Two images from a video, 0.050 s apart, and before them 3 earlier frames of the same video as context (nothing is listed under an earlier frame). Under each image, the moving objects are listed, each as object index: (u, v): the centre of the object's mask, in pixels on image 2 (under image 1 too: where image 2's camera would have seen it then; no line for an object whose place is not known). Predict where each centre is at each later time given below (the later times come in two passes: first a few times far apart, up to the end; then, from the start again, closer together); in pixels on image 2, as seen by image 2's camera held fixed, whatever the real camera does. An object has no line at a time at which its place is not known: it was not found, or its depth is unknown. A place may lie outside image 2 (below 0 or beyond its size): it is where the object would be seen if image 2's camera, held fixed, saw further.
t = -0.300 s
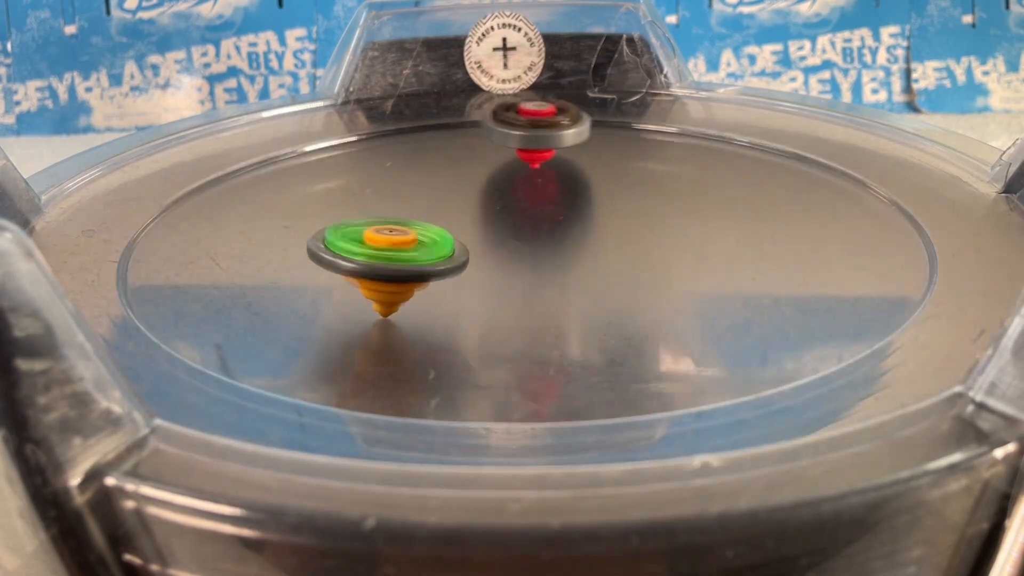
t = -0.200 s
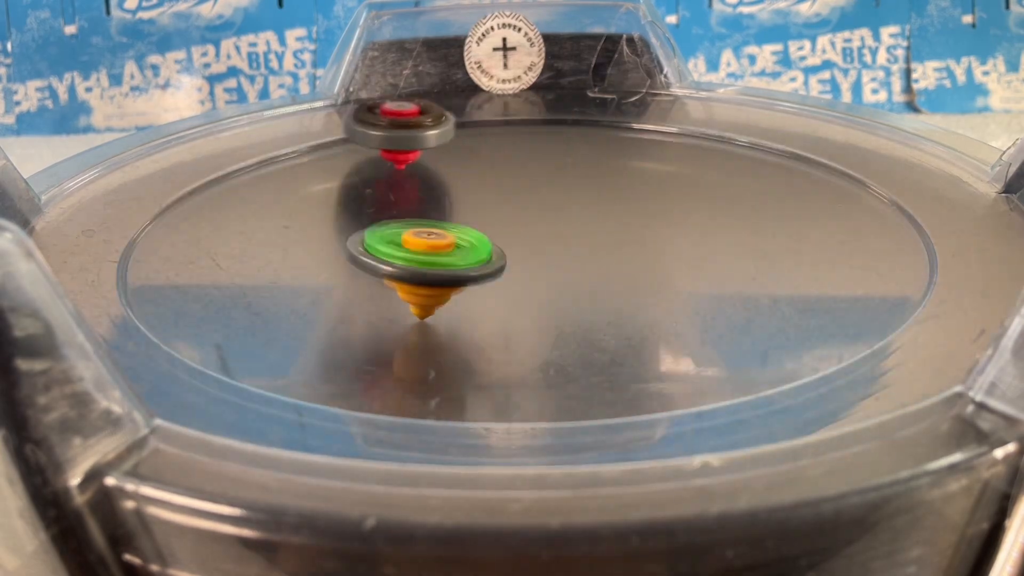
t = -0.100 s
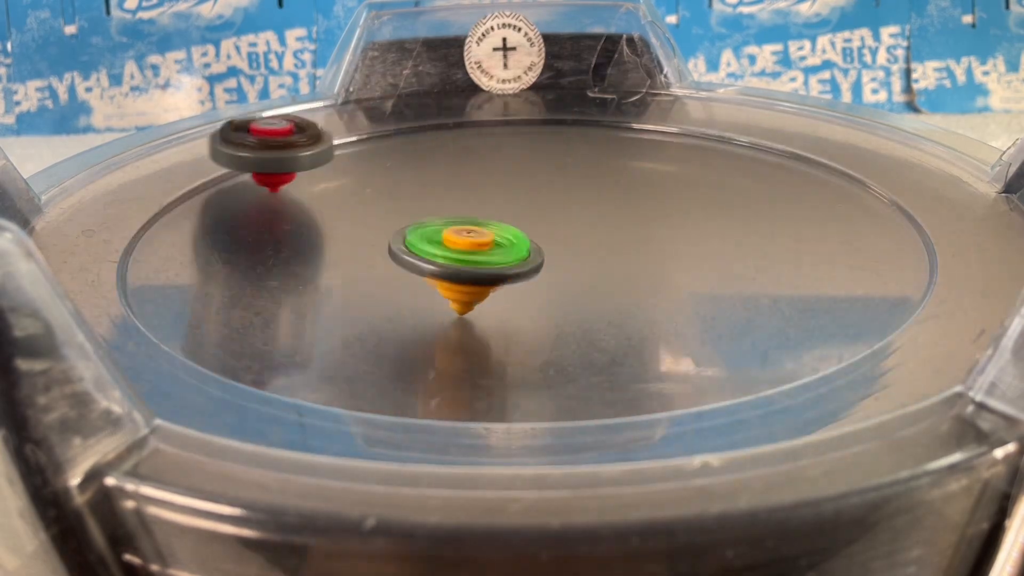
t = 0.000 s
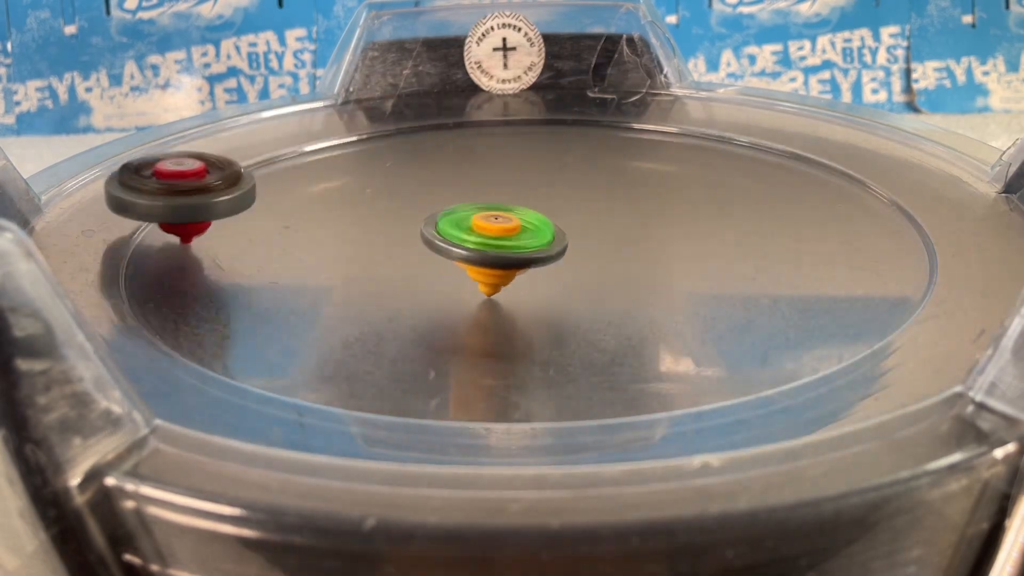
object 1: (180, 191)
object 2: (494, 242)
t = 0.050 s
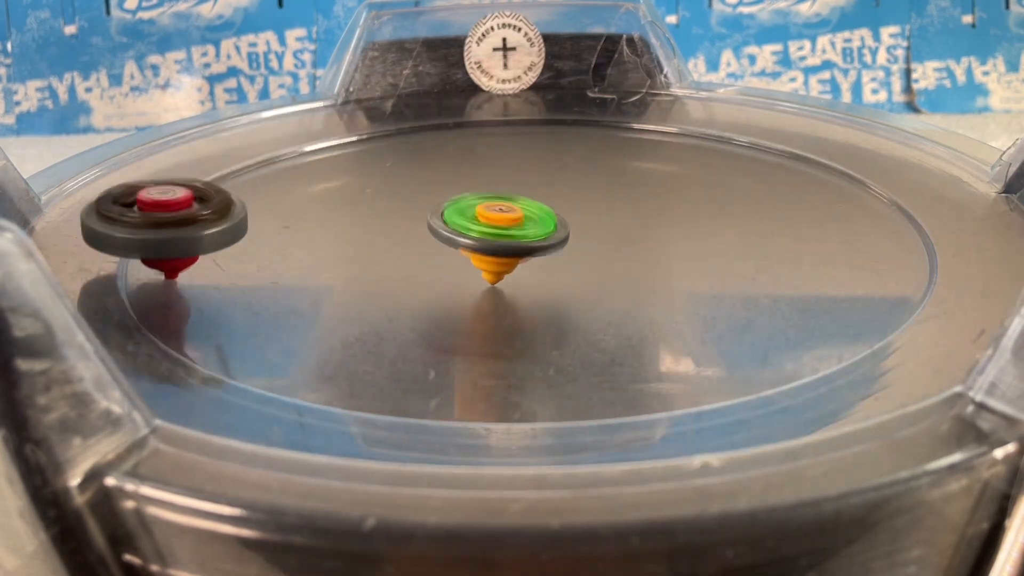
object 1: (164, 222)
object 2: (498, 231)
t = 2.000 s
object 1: (510, 133)
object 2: (658, 203)
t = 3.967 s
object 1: (777, 205)
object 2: (438, 224)
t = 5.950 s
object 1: (549, 326)
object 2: (538, 225)
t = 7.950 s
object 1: (274, 202)
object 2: (499, 231)
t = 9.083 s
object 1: (347, 203)
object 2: (535, 231)
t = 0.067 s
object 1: (166, 234)
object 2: (498, 227)
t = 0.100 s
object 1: (180, 257)
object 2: (498, 220)
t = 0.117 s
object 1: (194, 269)
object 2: (497, 217)
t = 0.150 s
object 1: (235, 291)
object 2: (491, 210)
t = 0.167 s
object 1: (261, 301)
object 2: (488, 207)
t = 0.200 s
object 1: (326, 318)
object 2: (481, 201)
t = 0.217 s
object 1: (365, 324)
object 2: (478, 199)
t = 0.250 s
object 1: (448, 333)
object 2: (469, 195)
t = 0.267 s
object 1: (492, 334)
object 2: (464, 193)
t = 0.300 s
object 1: (578, 330)
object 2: (454, 190)
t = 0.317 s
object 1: (617, 326)
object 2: (449, 190)
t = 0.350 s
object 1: (690, 313)
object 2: (438, 189)
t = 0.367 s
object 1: (721, 304)
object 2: (432, 188)
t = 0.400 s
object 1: (772, 284)
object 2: (421, 189)
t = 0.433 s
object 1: (808, 262)
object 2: (412, 191)
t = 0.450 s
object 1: (820, 251)
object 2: (406, 192)
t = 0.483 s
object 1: (833, 228)
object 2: (397, 196)
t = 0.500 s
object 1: (835, 217)
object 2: (395, 198)
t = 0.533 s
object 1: (829, 195)
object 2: (394, 203)
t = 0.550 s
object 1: (823, 185)
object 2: (395, 206)
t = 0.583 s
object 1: (804, 167)
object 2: (400, 211)
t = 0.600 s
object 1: (792, 159)
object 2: (404, 213)
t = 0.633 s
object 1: (764, 145)
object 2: (414, 217)
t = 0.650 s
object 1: (747, 138)
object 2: (419, 219)
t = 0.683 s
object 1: (713, 127)
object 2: (435, 223)
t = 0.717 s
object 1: (674, 119)
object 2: (454, 224)
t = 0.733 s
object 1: (655, 116)
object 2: (466, 225)
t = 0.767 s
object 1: (614, 111)
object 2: (488, 224)
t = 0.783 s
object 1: (594, 109)
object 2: (499, 224)
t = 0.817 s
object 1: (552, 108)
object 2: (520, 222)
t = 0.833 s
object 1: (528, 108)
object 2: (529, 220)
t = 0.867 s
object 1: (487, 111)
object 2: (545, 216)
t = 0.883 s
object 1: (465, 113)
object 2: (551, 214)
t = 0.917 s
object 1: (424, 117)
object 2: (563, 210)
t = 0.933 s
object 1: (405, 122)
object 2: (568, 207)
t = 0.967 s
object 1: (365, 131)
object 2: (576, 201)
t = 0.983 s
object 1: (347, 136)
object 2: (578, 199)
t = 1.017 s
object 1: (314, 148)
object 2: (581, 194)
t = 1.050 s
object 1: (283, 164)
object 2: (581, 189)
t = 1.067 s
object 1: (271, 173)
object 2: (579, 187)
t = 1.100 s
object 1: (252, 191)
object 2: (576, 182)
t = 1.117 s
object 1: (245, 201)
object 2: (573, 181)
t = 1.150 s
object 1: (238, 221)
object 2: (566, 178)
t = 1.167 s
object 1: (240, 233)
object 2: (561, 177)
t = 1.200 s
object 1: (252, 255)
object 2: (550, 176)
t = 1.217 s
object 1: (263, 266)
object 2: (544, 175)
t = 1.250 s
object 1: (295, 286)
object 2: (534, 176)
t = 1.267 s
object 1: (316, 296)
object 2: (530, 177)
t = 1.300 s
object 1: (369, 312)
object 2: (522, 181)
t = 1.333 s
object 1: (435, 324)
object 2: (516, 185)
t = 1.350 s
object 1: (472, 328)
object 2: (513, 188)
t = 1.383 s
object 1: (550, 331)
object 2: (511, 193)
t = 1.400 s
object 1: (591, 328)
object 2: (512, 196)
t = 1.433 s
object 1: (669, 321)
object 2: (516, 203)
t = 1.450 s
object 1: (706, 314)
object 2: (520, 207)
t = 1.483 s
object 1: (771, 298)
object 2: (529, 214)
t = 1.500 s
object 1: (800, 289)
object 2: (535, 217)
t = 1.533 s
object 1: (846, 268)
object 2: (548, 223)
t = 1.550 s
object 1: (863, 257)
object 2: (555, 225)
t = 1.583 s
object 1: (886, 234)
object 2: (569, 229)
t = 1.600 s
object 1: (892, 223)
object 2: (576, 230)
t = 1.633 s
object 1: (894, 202)
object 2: (592, 231)
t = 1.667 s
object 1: (884, 182)
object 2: (608, 232)
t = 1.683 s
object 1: (875, 174)
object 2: (616, 231)
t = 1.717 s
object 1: (851, 159)
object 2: (631, 230)
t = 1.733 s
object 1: (837, 152)
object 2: (639, 230)
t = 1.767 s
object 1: (802, 141)
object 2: (652, 227)
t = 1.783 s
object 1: (784, 137)
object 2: (658, 225)
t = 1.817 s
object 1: (746, 130)
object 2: (668, 222)
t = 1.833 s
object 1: (726, 127)
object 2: (672, 219)
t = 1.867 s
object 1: (683, 124)
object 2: (676, 215)
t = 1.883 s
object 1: (661, 123)
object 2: (677, 213)
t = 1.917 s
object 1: (619, 123)
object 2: (677, 209)
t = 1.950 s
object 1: (576, 125)
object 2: (673, 205)
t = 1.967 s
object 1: (554, 128)
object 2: (669, 203)
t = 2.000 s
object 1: (510, 133)
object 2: (658, 203)
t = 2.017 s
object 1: (489, 137)
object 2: (651, 203)
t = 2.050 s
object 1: (448, 145)
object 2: (635, 205)
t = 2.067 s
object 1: (428, 149)
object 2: (627, 205)
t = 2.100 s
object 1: (390, 158)
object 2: (611, 207)
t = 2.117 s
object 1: (372, 164)
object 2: (604, 208)
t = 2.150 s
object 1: (337, 177)
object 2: (591, 210)
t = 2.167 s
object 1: (322, 183)
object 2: (585, 212)
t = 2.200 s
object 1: (294, 199)
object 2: (574, 216)
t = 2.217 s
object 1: (282, 206)
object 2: (568, 219)
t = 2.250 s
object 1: (264, 224)
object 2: (557, 226)
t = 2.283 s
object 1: (254, 242)
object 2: (549, 233)
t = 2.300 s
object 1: (252, 251)
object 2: (546, 236)
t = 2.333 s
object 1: (257, 271)
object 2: (542, 243)
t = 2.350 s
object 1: (265, 281)
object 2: (542, 246)
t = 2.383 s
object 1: (290, 300)
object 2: (542, 253)
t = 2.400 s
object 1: (308, 308)
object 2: (544, 256)
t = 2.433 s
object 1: (355, 323)
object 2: (549, 261)
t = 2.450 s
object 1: (384, 330)
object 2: (553, 263)
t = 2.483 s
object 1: (452, 340)
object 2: (564, 266)
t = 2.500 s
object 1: (490, 342)
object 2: (571, 262)
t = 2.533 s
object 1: (568, 344)
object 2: (581, 261)
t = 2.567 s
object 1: (647, 338)
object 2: (592, 263)
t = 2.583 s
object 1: (687, 332)
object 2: (597, 264)
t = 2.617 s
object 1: (754, 318)
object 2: (614, 272)
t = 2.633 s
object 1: (783, 309)
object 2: (624, 272)
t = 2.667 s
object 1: (829, 290)
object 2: (640, 269)
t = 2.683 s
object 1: (846, 280)
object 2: (647, 267)
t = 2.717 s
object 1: (868, 259)
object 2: (659, 263)
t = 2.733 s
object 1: (873, 249)
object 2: (665, 260)
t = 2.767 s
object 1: (872, 230)
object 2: (671, 255)
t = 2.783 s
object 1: (867, 221)
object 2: (671, 251)
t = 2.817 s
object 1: (849, 204)
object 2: (665, 247)
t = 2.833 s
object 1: (837, 197)
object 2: (659, 244)
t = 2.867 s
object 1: (809, 183)
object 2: (645, 239)
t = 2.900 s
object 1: (775, 172)
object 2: (627, 236)
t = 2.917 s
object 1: (756, 168)
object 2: (617, 235)
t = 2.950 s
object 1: (716, 161)
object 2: (595, 233)
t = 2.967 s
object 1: (698, 158)
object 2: (583, 233)
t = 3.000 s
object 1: (656, 152)
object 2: (558, 233)
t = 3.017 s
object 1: (635, 151)
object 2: (547, 233)
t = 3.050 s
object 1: (593, 149)
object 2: (525, 235)
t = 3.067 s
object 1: (571, 148)
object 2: (515, 236)
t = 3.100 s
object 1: (530, 148)
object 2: (497, 238)
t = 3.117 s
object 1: (508, 148)
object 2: (488, 240)
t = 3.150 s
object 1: (464, 150)
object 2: (474, 243)
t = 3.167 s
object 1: (444, 152)
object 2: (468, 245)
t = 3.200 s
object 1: (403, 156)
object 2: (454, 249)
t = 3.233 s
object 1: (362, 161)
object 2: (446, 254)
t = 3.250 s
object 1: (343, 164)
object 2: (444, 256)
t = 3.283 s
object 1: (306, 173)
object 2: (441, 262)
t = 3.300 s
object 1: (289, 177)
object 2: (441, 264)
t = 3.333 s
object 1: (257, 188)
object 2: (445, 268)
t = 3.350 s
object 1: (242, 195)
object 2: (449, 271)
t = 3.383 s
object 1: (218, 209)
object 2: (460, 276)
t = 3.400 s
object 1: (209, 217)
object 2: (466, 278)
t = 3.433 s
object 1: (198, 234)
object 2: (481, 281)
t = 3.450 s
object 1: (196, 243)
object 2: (489, 282)
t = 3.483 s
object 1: (201, 262)
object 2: (507, 281)
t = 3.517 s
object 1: (221, 281)
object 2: (525, 278)
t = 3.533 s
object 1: (237, 290)
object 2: (533, 276)
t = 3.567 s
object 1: (278, 308)
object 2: (547, 271)
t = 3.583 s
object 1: (305, 315)
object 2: (552, 268)
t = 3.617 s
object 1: (367, 327)
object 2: (558, 261)
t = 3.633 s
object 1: (402, 332)
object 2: (559, 258)
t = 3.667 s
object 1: (476, 336)
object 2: (556, 250)
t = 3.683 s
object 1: (513, 337)
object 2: (554, 244)
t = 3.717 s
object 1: (588, 332)
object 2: (545, 238)
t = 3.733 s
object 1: (622, 327)
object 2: (539, 238)
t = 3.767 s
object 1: (682, 314)
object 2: (527, 232)
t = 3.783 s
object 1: (707, 306)
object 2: (520, 230)
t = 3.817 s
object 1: (747, 288)
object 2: (505, 226)
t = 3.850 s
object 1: (774, 269)
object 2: (490, 223)
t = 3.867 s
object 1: (782, 260)
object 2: (483, 222)
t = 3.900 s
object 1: (791, 241)
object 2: (468, 222)
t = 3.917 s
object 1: (791, 231)
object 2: (461, 222)
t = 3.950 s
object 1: (784, 213)
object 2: (445, 223)
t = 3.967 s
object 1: (777, 205)
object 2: (438, 224)
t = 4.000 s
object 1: (759, 189)
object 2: (425, 226)
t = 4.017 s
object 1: (748, 181)
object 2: (420, 228)
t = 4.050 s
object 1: (721, 169)
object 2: (413, 232)
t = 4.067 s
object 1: (707, 163)
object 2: (412, 234)
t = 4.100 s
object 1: (676, 153)
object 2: (412, 240)
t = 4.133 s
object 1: (641, 145)
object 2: (417, 245)
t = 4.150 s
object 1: (623, 141)
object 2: (421, 247)
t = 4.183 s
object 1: (588, 135)
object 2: (432, 251)
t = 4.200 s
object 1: (569, 133)
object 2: (437, 252)
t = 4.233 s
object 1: (531, 130)
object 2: (449, 254)
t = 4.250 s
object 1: (512, 130)
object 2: (454, 254)
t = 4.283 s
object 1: (474, 130)
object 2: (465, 253)
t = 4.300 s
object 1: (453, 131)
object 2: (470, 252)
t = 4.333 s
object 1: (417, 134)
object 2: (485, 249)
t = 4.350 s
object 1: (398, 136)
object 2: (493, 247)
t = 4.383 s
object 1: (362, 142)
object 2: (509, 242)
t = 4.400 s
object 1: (344, 146)
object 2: (515, 239)
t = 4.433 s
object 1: (313, 155)
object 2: (526, 233)
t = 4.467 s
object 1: (284, 167)
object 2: (531, 227)
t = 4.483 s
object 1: (272, 174)
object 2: (532, 224)
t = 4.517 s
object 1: (253, 189)
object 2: (532, 217)
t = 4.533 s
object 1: (247, 197)
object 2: (531, 215)
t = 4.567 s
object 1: (239, 215)
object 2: (526, 210)
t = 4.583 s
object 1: (239, 224)
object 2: (522, 208)
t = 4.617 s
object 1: (249, 244)
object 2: (512, 205)
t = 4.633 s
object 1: (257, 254)
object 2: (507, 203)
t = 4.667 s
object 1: (283, 273)
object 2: (495, 201)
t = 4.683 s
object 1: (301, 282)
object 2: (489, 201)
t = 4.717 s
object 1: (345, 297)
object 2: (477, 201)
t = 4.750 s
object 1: (400, 308)
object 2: (464, 202)
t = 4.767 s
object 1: (430, 313)
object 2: (458, 204)
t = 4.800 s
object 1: (494, 317)
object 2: (451, 207)
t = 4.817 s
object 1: (527, 317)
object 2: (449, 209)
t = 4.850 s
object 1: (594, 314)
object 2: (448, 212)
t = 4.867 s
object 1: (625, 310)
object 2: (449, 214)
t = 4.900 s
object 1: (684, 299)
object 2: (453, 218)
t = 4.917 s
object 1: (710, 292)
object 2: (456, 219)
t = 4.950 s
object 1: (754, 276)
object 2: (464, 222)
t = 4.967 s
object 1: (772, 267)
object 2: (468, 223)
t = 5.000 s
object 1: (799, 249)
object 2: (479, 225)
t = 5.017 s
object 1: (808, 239)
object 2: (484, 225)
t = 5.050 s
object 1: (819, 220)
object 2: (494, 226)
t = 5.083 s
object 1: (819, 202)
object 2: (505, 226)
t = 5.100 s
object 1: (815, 193)
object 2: (509, 226)
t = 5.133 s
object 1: (802, 177)
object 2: (518, 226)
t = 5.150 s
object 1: (793, 171)
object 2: (521, 226)
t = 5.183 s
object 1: (770, 158)
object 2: (527, 226)
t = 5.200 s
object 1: (757, 152)
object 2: (530, 226)
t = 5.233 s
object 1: (727, 143)
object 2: (533, 226)
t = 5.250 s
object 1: (711, 139)
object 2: (534, 226)
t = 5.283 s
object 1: (676, 133)
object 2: (535, 226)
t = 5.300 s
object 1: (658, 130)
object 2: (534, 226)
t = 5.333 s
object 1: (623, 130)
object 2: (531, 227)
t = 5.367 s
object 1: (585, 129)
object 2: (526, 226)
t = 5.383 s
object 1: (566, 130)
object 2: (523, 226)
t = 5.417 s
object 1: (528, 134)
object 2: (519, 225)
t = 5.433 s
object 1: (509, 136)
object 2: (519, 225)
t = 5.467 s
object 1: (473, 142)
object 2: (521, 225)
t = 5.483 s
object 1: (456, 146)
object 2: (524, 225)
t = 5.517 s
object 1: (421, 154)
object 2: (533, 226)
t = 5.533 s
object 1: (405, 160)
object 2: (539, 227)
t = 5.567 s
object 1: (376, 171)
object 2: (551, 227)
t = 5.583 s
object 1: (363, 177)
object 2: (558, 227)
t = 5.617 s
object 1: (339, 191)
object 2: (571, 226)
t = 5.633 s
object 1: (329, 198)
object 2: (576, 225)
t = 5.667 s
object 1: (313, 214)
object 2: (582, 225)
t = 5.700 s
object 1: (305, 230)
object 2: (583, 224)
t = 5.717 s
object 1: (304, 239)
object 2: (583, 224)
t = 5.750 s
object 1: (308, 257)
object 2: (581, 224)
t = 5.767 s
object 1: (314, 265)
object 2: (579, 225)
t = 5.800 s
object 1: (333, 283)
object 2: (573, 225)
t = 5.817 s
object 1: (347, 290)
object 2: (570, 226)
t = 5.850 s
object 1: (384, 305)
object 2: (562, 226)
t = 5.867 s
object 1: (405, 311)
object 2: (558, 226)
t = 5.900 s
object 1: (456, 320)
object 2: (551, 226)
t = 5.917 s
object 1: (485, 324)
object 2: (546, 226)
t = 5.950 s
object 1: (549, 326)
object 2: (538, 225)
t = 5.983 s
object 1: (612, 323)
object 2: (531, 226)
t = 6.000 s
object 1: (644, 320)
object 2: (528, 226)
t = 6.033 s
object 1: (705, 311)
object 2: (525, 225)
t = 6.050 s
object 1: (732, 305)
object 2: (525, 225)
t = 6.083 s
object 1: (779, 290)
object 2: (526, 227)
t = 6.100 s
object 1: (797, 281)
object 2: (527, 228)
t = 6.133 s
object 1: (826, 263)
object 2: (530, 232)
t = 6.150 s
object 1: (835, 254)
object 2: (532, 234)
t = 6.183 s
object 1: (845, 237)
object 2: (540, 238)
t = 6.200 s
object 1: (845, 228)
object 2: (545, 240)
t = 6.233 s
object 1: (837, 212)
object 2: (556, 244)
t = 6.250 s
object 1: (830, 205)
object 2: (562, 246)
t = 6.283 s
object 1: (810, 192)
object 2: (576, 248)
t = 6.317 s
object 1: (783, 181)
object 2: (587, 249)
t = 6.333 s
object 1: (768, 177)
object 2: (592, 249)
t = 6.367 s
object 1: (735, 169)
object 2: (600, 247)
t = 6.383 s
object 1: (717, 166)
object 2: (604, 246)
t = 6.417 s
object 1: (681, 162)
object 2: (609, 243)
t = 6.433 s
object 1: (662, 160)
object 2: (609, 241)
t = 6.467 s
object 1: (623, 158)
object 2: (605, 238)
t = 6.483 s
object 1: (604, 157)
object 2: (603, 237)
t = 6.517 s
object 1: (565, 158)
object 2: (597, 234)
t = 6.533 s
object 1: (546, 159)
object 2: (593, 233)
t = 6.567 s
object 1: (507, 161)
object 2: (587, 232)
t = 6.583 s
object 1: (487, 163)
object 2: (583, 231)
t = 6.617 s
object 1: (449, 167)
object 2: (575, 230)
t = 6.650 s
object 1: (414, 173)
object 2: (568, 229)
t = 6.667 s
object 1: (395, 177)
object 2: (565, 229)
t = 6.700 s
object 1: (362, 184)
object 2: (559, 229)
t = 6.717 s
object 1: (347, 189)
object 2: (557, 229)
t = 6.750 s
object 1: (319, 199)
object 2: (552, 229)
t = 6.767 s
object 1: (305, 205)
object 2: (551, 229)
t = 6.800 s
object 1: (283, 217)
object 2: (549, 229)
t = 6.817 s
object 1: (274, 224)
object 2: (547, 230)
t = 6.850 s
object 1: (262, 238)
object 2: (540, 233)
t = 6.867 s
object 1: (259, 246)
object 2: (536, 234)
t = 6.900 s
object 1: (260, 262)
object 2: (528, 238)
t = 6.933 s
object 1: (271, 278)
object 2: (520, 243)
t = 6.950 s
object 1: (281, 286)
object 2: (518, 245)
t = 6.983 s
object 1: (312, 301)
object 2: (515, 249)
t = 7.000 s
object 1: (331, 308)
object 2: (514, 250)
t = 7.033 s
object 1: (379, 320)
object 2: (512, 252)
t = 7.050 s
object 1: (406, 324)
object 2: (512, 252)
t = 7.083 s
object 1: (466, 329)
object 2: (513, 246)
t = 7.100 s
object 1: (498, 330)
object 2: (513, 246)
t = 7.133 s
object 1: (561, 328)
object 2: (514, 246)
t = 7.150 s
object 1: (592, 325)
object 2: (515, 247)
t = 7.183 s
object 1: (647, 316)
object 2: (519, 249)
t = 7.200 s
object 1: (672, 309)
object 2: (520, 248)
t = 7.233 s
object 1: (712, 296)
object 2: (524, 247)
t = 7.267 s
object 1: (741, 280)
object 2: (528, 245)
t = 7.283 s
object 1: (751, 272)
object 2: (530, 244)
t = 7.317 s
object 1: (763, 255)
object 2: (534, 243)
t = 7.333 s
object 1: (765, 247)
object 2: (536, 242)
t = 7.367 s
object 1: (762, 231)
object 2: (539, 240)
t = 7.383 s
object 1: (758, 223)
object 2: (541, 239)
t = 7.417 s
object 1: (743, 209)
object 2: (543, 238)
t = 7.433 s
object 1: (734, 202)
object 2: (544, 238)
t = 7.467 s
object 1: (712, 190)
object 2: (547, 237)
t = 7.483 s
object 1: (700, 184)
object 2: (548, 237)
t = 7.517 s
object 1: (672, 175)
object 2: (549, 237)
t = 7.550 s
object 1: (642, 166)
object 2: (549, 238)
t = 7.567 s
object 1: (624, 163)
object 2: (547, 238)
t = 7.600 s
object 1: (592, 157)
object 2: (543, 239)
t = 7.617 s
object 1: (575, 156)
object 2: (539, 240)
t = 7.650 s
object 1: (541, 151)
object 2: (531, 239)
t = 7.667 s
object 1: (524, 151)
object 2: (525, 239)
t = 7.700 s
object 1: (489, 150)
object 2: (512, 237)
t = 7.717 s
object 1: (471, 150)
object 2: (507, 236)
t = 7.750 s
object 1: (436, 152)
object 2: (498, 235)
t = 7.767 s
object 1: (419, 153)
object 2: (495, 235)
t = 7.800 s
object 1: (385, 158)
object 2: (491, 234)
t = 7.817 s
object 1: (369, 160)
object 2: (490, 233)
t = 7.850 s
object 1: (338, 168)
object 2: (489, 232)
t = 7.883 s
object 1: (312, 177)
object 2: (490, 231)
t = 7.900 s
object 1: (300, 183)
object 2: (492, 231)
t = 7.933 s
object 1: (281, 195)
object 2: (496, 231)
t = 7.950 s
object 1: (274, 202)
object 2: (499, 231)
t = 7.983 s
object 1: (265, 217)
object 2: (505, 231)
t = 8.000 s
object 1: (263, 224)
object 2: (508, 231)
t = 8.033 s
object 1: (267, 240)
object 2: (514, 231)
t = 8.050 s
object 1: (273, 249)
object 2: (517, 231)
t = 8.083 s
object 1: (292, 265)
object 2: (523, 231)
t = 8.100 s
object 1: (306, 273)
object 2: (525, 232)
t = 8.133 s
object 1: (340, 287)
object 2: (530, 232)
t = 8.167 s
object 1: (384, 298)
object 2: (535, 233)
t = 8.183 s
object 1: (409, 303)
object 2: (536, 234)
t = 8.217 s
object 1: (463, 308)
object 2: (539, 233)
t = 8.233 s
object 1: (491, 310)
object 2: (540, 231)
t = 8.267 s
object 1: (548, 309)
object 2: (540, 230)
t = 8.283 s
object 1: (575, 307)
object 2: (539, 232)
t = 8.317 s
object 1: (628, 299)
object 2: (536, 236)
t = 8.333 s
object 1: (652, 294)
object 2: (535, 238)
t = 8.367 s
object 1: (693, 281)
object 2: (531, 238)
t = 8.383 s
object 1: (710, 274)
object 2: (528, 238)
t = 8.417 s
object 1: (738, 258)
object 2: (522, 236)
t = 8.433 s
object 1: (748, 250)
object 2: (519, 236)
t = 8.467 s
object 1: (762, 234)
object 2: (514, 235)
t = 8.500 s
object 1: (766, 218)
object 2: (510, 233)
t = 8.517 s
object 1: (766, 210)
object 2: (508, 233)
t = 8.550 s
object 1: (758, 195)
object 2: (505, 231)
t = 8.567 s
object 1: (752, 188)
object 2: (504, 231)
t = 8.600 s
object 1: (735, 176)
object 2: (504, 231)
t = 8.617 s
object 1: (725, 170)
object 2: (504, 230)
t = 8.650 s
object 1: (701, 161)
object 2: (505, 228)
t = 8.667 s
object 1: (689, 157)
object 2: (506, 228)
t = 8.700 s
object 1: (662, 150)
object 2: (508, 228)
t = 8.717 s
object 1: (647, 148)
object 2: (510, 227)
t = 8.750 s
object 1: (616, 144)
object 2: (514, 227)
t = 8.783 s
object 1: (586, 142)
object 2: (517, 228)
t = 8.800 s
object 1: (570, 142)
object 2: (520, 228)
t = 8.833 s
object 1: (540, 144)
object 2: (525, 228)
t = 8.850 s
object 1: (524, 145)
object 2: (527, 228)
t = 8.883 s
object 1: (493, 148)
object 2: (530, 229)
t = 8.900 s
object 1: (478, 150)
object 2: (532, 229)
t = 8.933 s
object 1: (449, 156)
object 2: (534, 230)
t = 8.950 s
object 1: (435, 160)
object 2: (535, 230)
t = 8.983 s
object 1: (408, 169)
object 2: (535, 230)
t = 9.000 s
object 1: (396, 173)
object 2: (535, 230)
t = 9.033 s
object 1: (373, 184)
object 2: (535, 231)
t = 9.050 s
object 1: (362, 189)
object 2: (535, 231)
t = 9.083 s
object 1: (347, 203)
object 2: (535, 231)
